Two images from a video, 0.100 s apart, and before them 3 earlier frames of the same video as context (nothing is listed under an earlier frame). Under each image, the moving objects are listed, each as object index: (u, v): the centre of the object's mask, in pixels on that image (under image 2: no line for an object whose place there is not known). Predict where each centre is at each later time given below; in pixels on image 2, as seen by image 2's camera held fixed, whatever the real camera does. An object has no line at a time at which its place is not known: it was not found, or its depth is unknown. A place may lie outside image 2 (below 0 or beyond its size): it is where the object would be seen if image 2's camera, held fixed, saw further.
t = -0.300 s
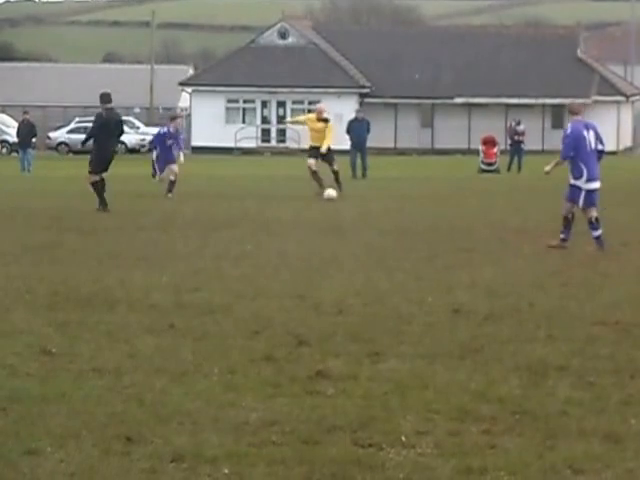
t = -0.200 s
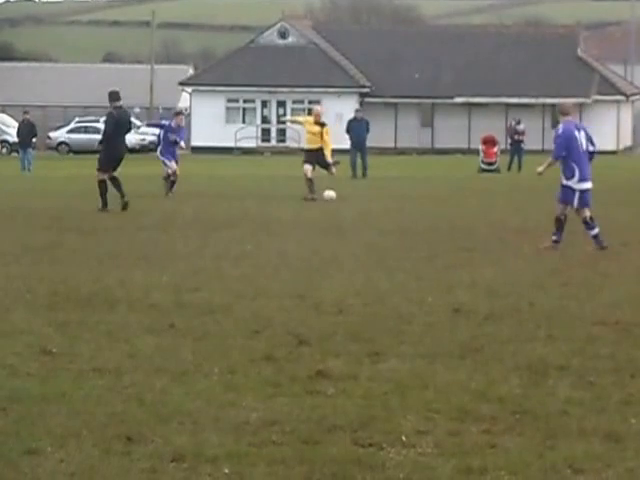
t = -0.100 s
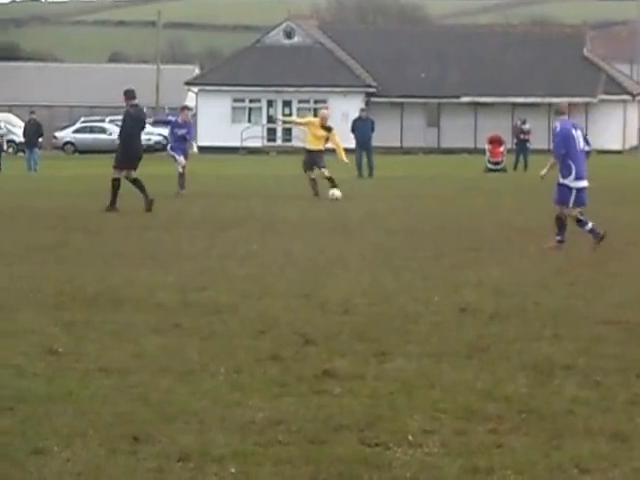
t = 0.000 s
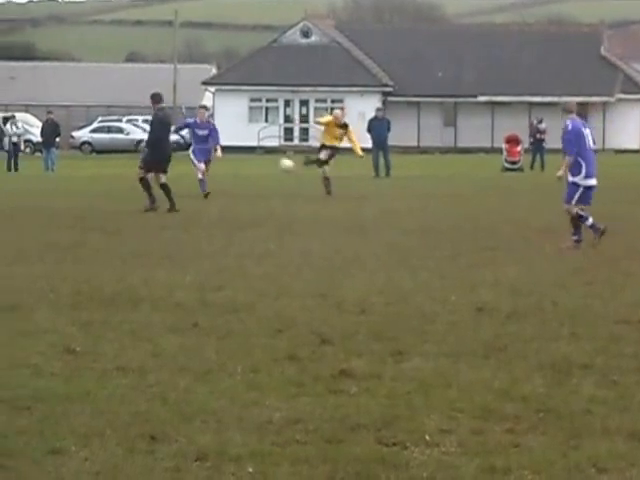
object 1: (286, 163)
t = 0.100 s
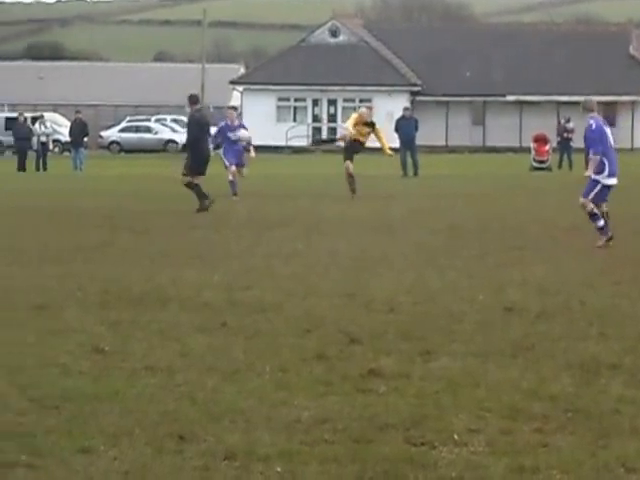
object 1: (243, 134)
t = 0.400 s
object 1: (10, 62)
